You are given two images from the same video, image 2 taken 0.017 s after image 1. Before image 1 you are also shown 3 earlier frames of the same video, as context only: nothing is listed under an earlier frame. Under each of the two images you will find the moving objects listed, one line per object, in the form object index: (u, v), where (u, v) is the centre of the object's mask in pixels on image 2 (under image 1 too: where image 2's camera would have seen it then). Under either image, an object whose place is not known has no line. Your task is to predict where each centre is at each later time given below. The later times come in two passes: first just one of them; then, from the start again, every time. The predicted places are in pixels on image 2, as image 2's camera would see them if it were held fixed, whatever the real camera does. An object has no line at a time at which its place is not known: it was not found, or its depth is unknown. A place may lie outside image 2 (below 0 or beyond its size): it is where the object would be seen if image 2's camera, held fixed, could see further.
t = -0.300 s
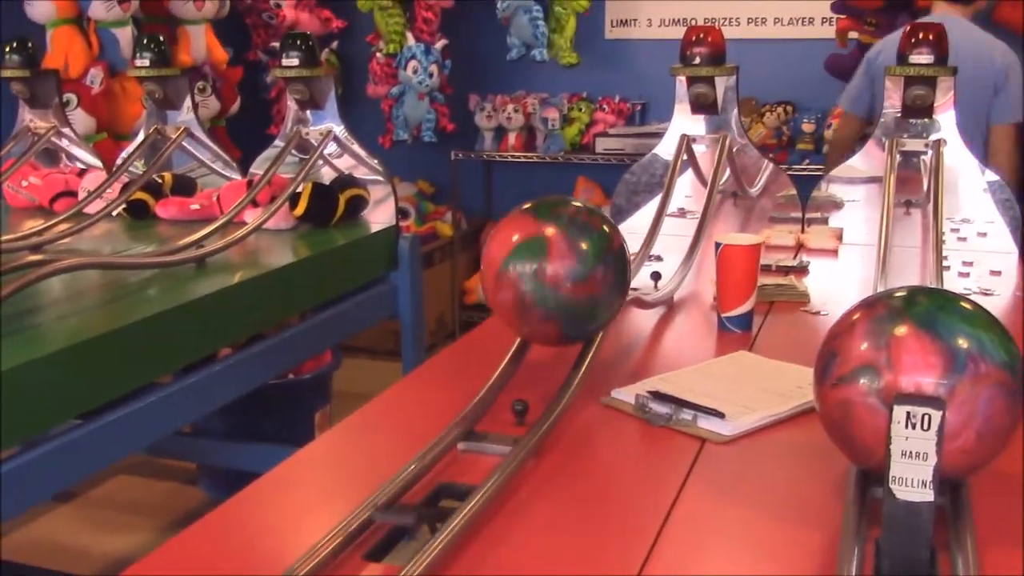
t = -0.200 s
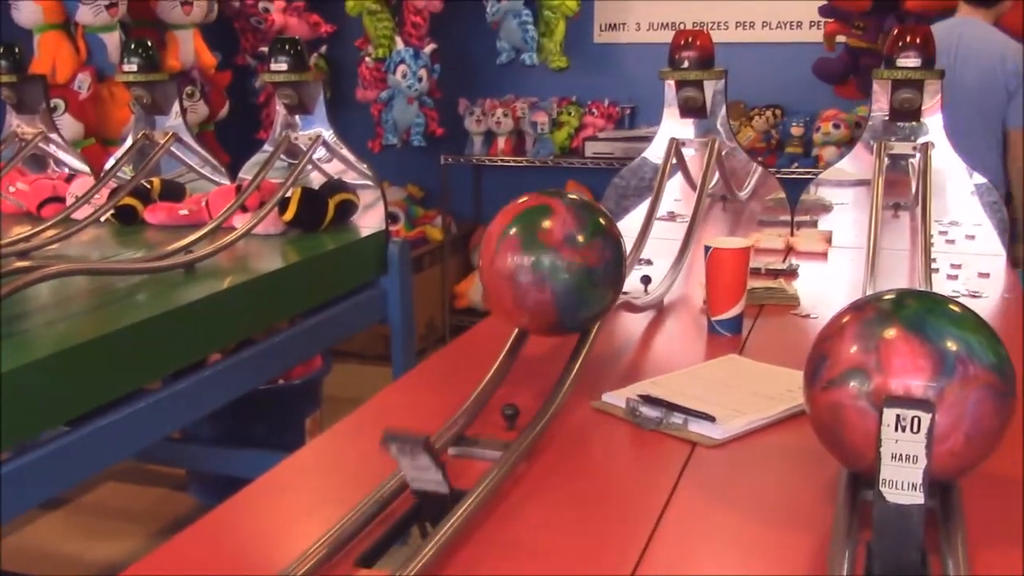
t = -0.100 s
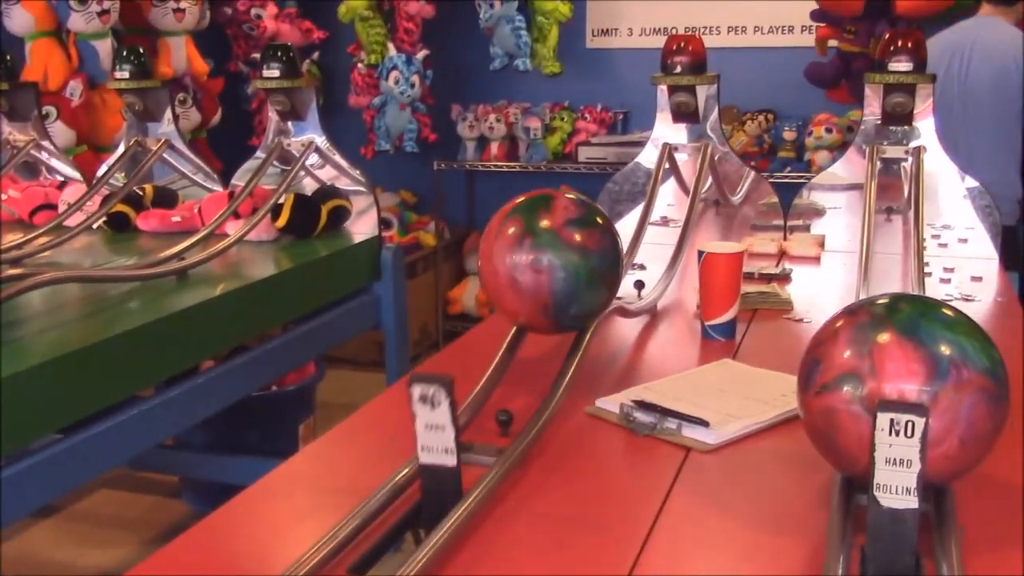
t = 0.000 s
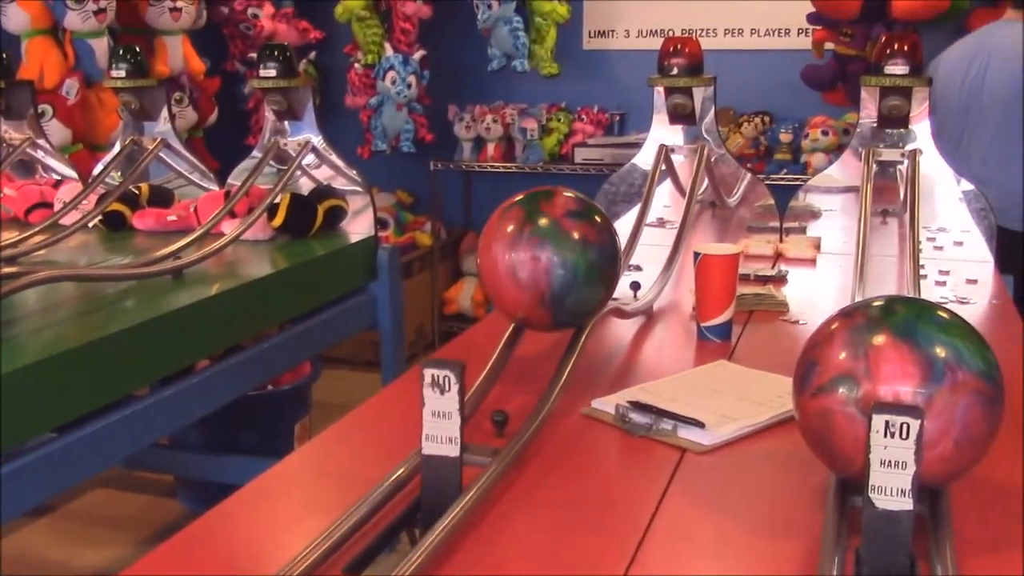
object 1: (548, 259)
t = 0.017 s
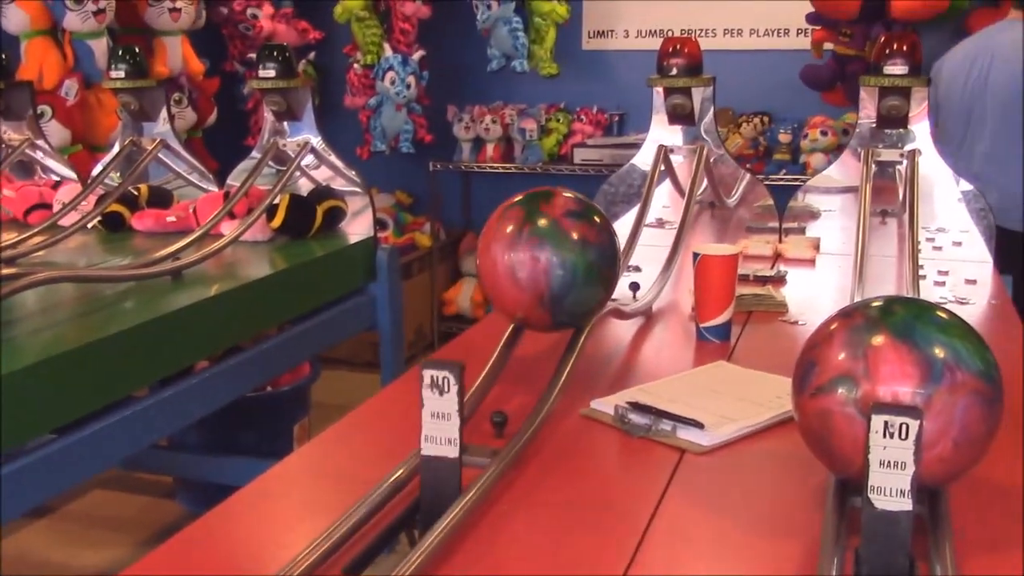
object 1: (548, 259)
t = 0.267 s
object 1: (545, 263)
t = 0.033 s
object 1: (548, 259)
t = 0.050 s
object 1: (549, 259)
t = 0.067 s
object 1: (548, 259)
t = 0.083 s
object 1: (548, 259)
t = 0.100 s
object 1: (548, 259)
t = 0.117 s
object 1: (548, 259)
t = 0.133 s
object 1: (548, 259)
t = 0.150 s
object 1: (548, 259)
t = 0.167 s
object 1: (548, 260)
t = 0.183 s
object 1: (547, 260)
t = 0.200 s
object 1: (547, 261)
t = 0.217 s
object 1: (547, 261)
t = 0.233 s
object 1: (546, 262)
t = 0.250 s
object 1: (546, 263)
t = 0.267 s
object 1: (545, 263)
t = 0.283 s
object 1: (545, 264)
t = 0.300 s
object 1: (544, 265)
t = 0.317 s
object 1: (543, 266)
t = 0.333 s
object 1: (542, 268)
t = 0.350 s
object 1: (541, 270)
